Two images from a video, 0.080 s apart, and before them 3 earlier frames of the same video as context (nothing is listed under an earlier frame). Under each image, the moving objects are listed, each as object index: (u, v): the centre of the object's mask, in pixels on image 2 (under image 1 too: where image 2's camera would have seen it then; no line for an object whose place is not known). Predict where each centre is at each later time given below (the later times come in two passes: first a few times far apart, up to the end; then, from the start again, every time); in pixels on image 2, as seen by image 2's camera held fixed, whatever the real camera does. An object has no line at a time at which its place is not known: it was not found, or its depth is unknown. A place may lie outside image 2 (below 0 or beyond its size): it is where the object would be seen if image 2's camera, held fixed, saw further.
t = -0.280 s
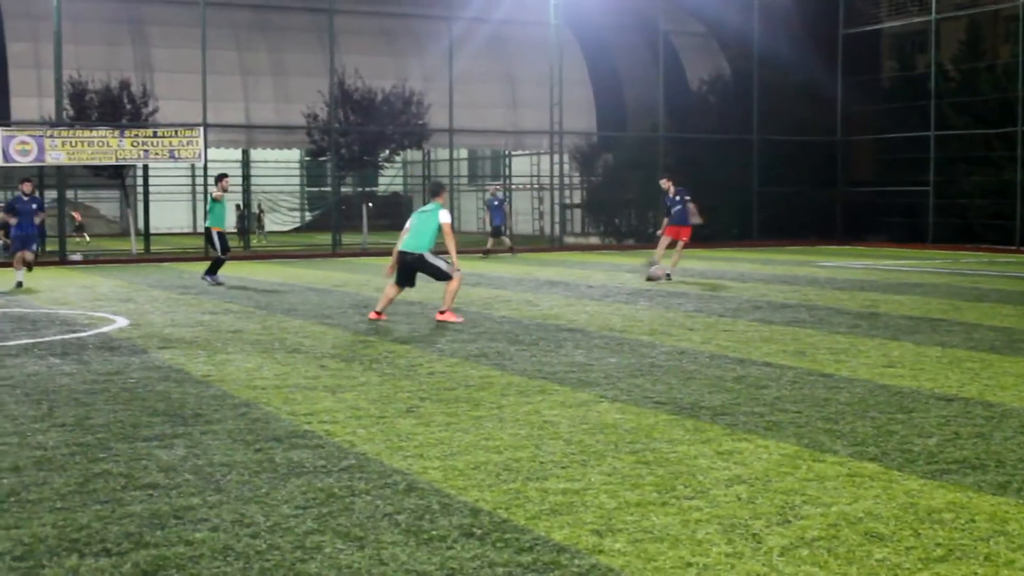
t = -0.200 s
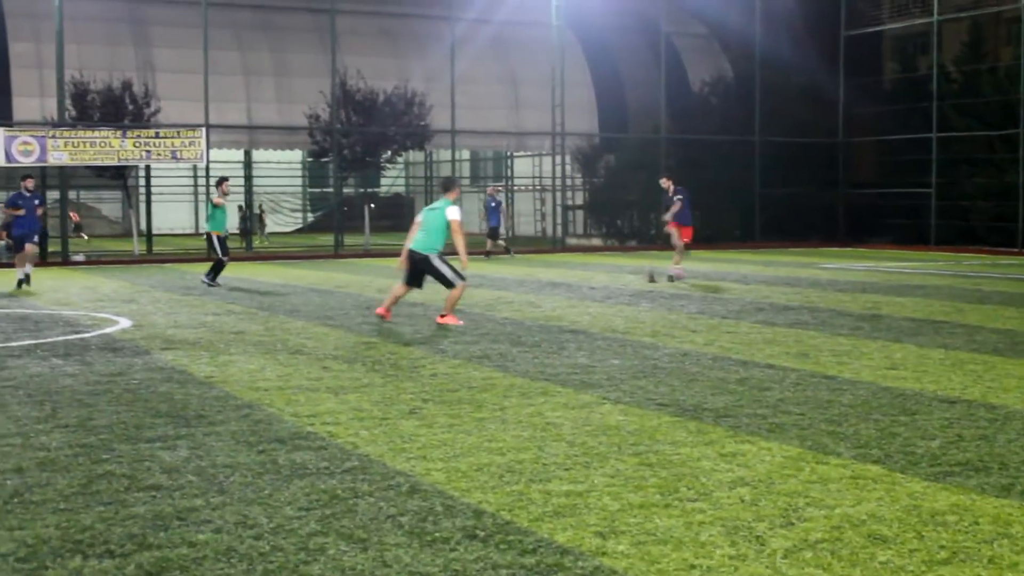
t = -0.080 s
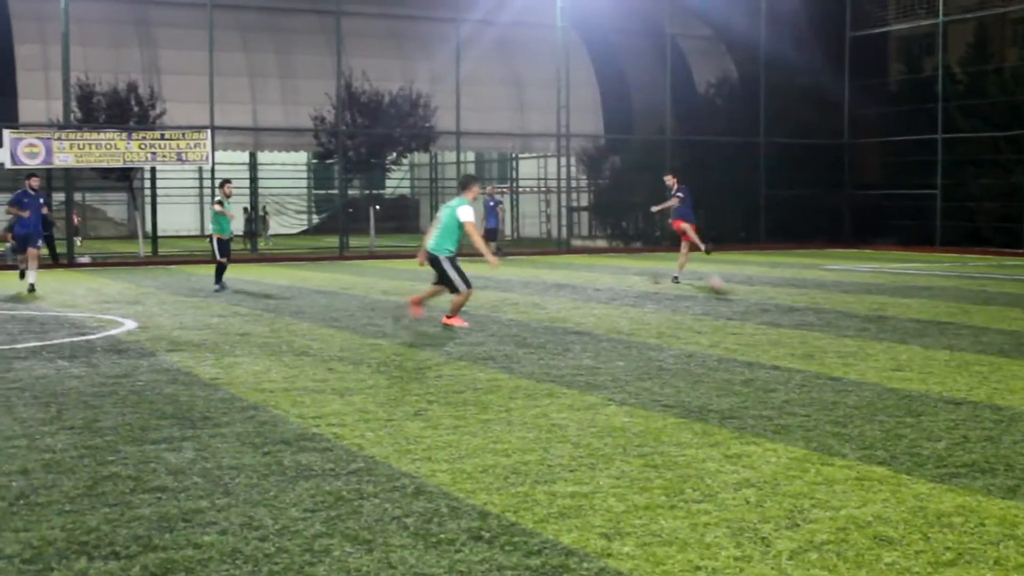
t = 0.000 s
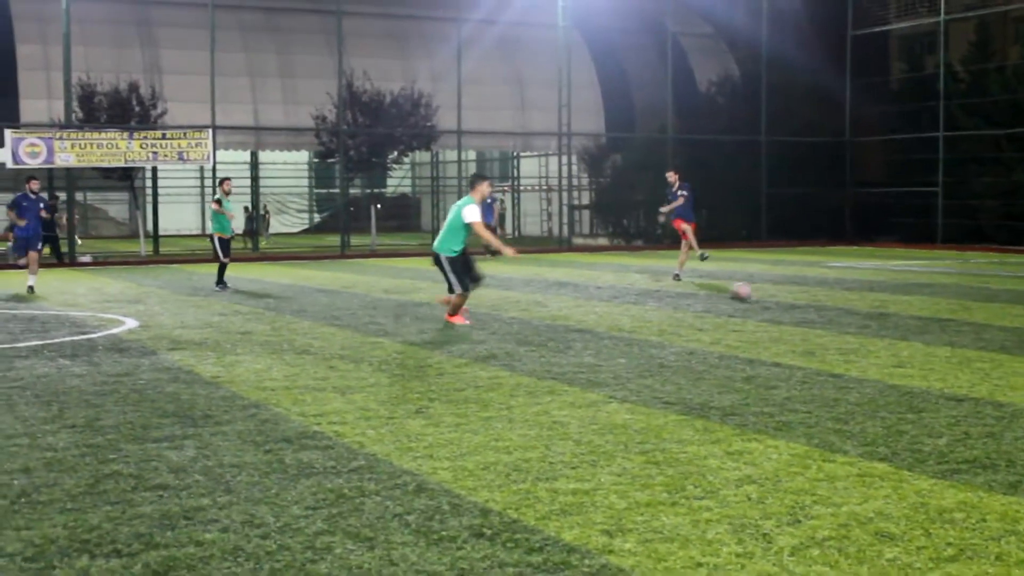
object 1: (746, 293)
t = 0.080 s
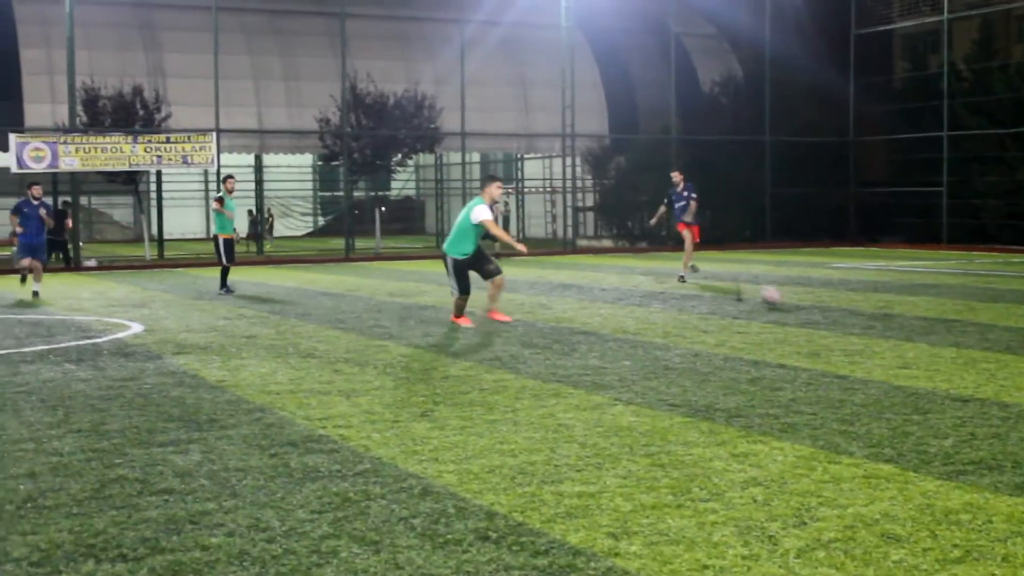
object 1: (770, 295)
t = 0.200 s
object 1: (813, 303)
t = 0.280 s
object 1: (844, 312)
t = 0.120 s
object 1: (786, 299)
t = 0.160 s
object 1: (798, 303)
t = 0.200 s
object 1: (813, 303)
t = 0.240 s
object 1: (827, 306)
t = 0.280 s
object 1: (844, 312)
